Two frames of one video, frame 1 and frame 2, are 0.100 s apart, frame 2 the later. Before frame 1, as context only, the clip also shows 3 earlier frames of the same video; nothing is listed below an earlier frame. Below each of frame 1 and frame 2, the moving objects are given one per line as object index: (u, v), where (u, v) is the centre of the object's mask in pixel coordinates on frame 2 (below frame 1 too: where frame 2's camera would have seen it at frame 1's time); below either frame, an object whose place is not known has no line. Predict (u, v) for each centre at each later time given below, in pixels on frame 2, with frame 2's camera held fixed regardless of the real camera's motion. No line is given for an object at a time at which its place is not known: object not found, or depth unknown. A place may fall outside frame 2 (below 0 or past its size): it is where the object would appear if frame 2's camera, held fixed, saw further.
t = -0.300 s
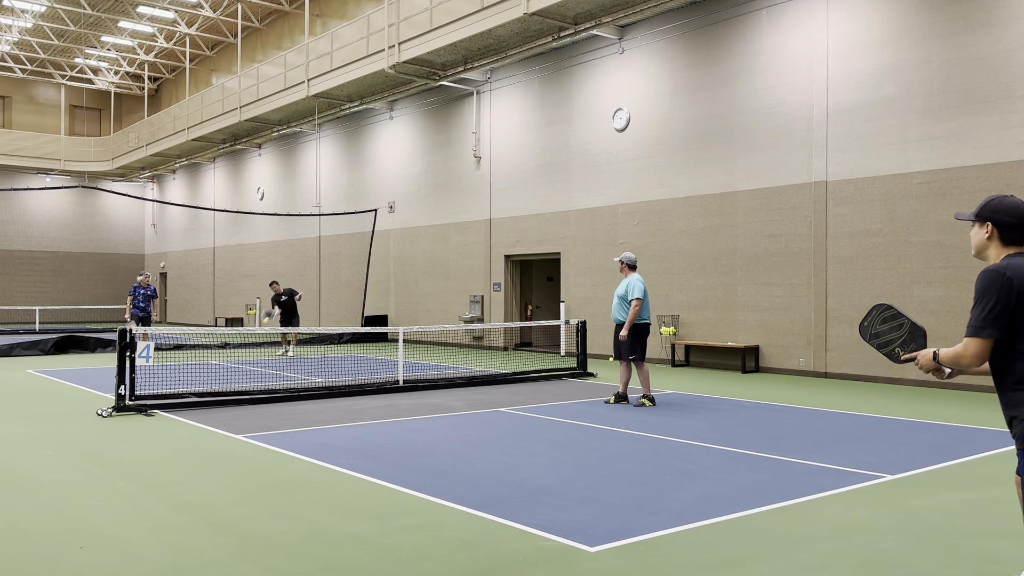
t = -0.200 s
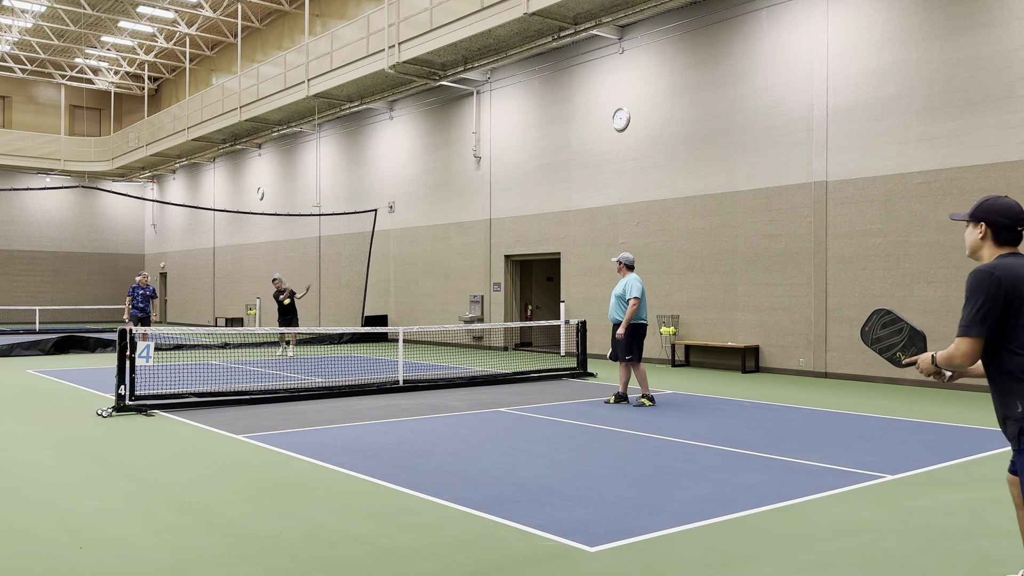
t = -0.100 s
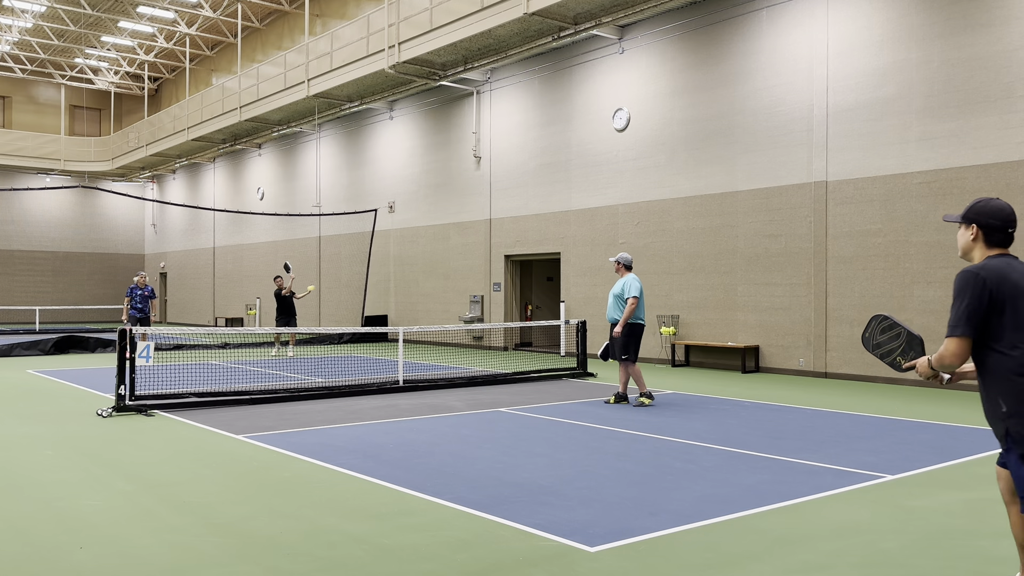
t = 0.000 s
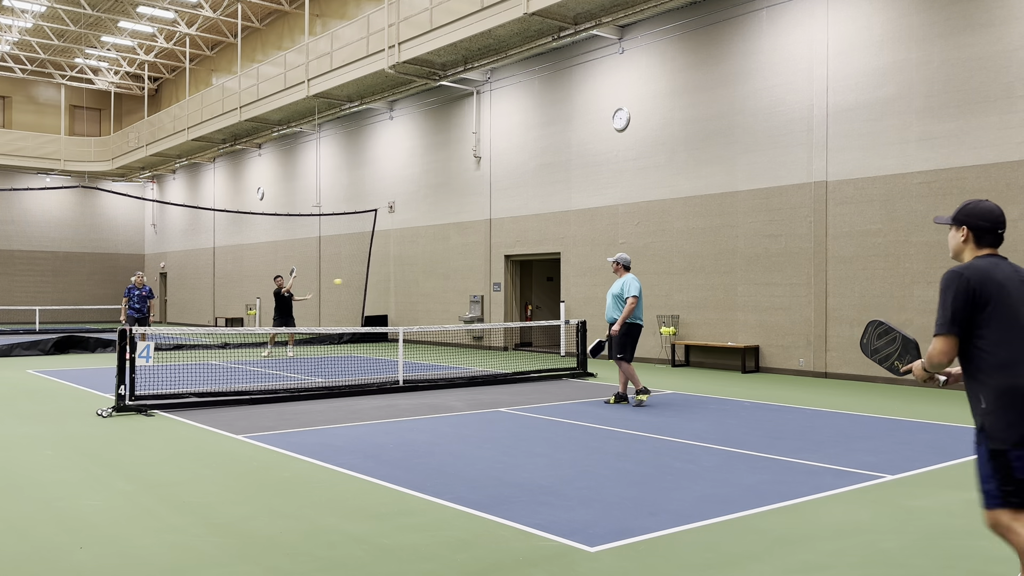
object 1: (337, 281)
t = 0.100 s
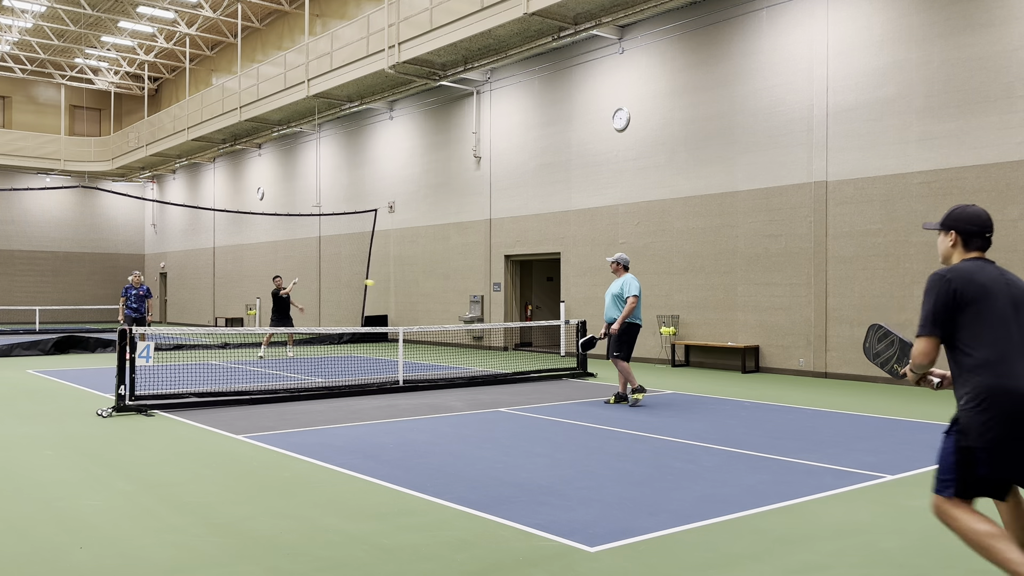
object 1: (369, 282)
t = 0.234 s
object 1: (419, 301)
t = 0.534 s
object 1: (593, 462)
